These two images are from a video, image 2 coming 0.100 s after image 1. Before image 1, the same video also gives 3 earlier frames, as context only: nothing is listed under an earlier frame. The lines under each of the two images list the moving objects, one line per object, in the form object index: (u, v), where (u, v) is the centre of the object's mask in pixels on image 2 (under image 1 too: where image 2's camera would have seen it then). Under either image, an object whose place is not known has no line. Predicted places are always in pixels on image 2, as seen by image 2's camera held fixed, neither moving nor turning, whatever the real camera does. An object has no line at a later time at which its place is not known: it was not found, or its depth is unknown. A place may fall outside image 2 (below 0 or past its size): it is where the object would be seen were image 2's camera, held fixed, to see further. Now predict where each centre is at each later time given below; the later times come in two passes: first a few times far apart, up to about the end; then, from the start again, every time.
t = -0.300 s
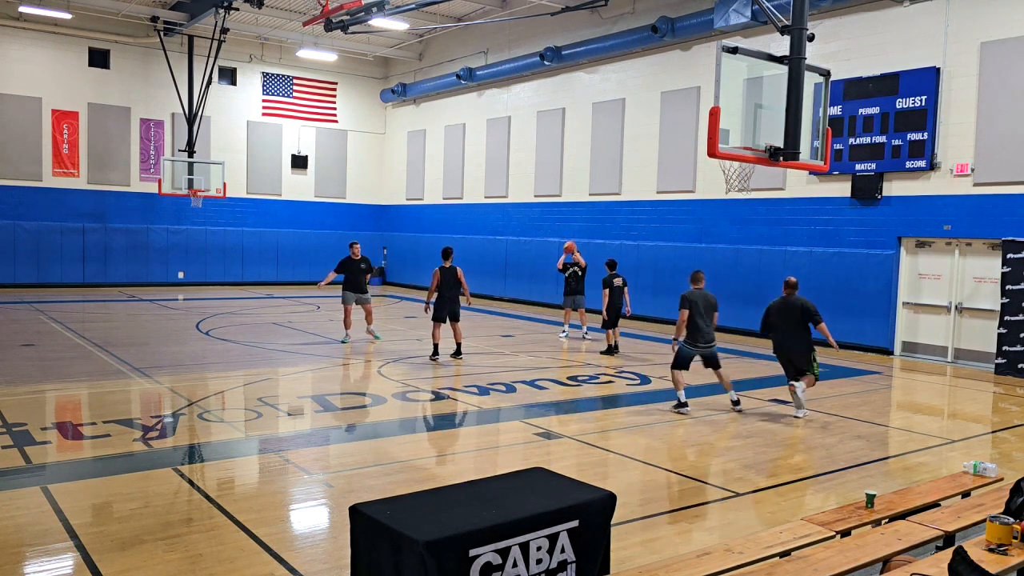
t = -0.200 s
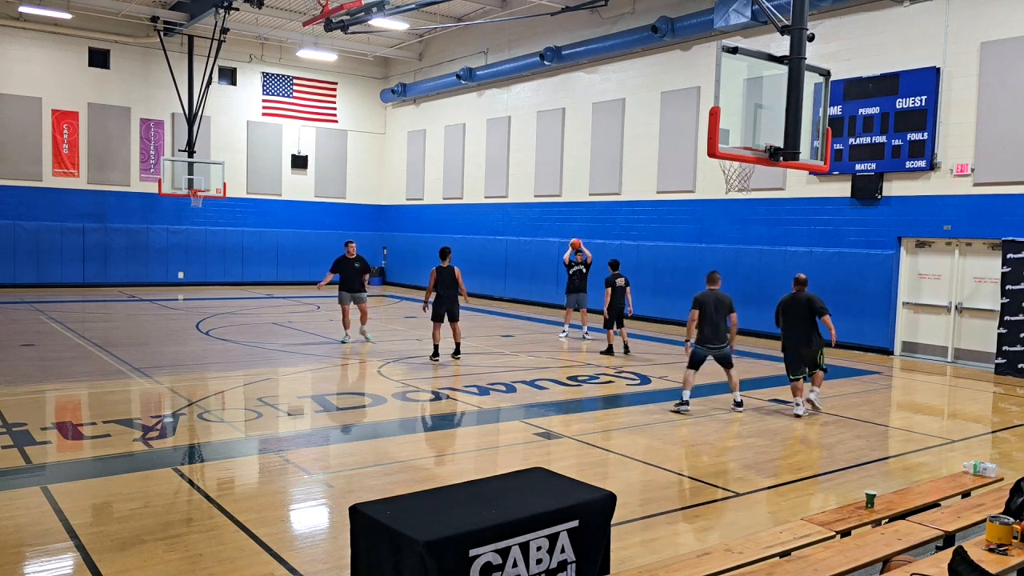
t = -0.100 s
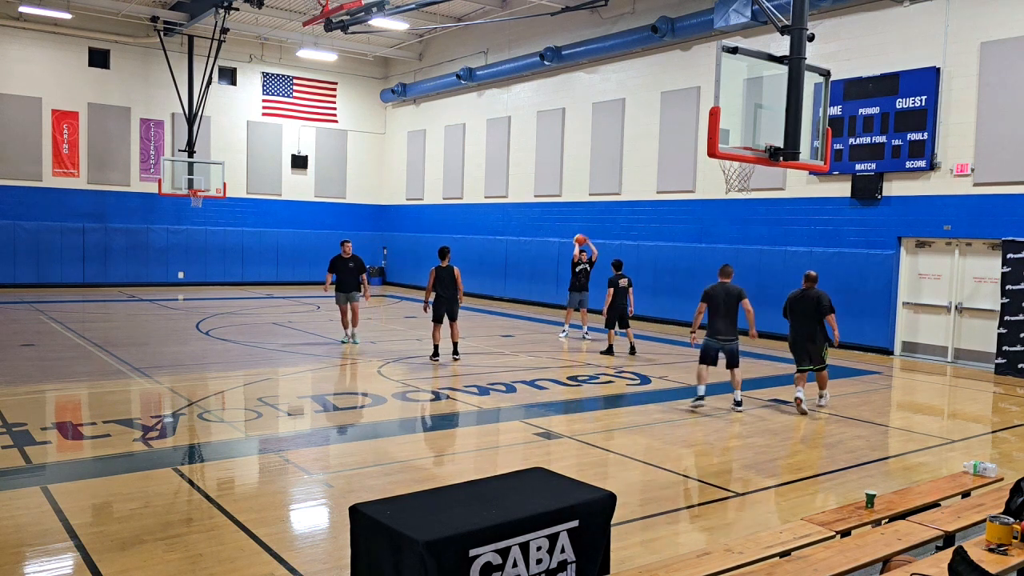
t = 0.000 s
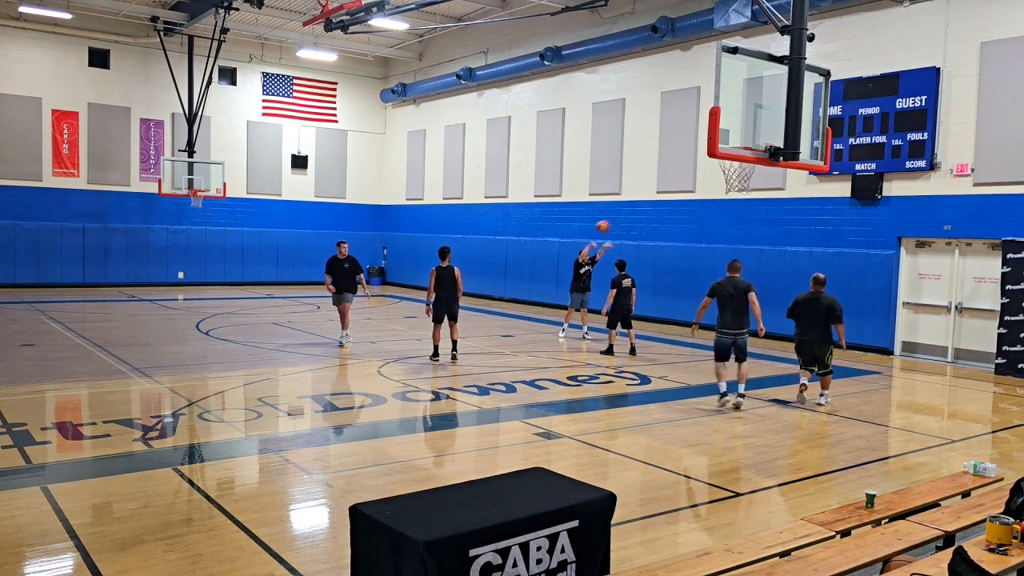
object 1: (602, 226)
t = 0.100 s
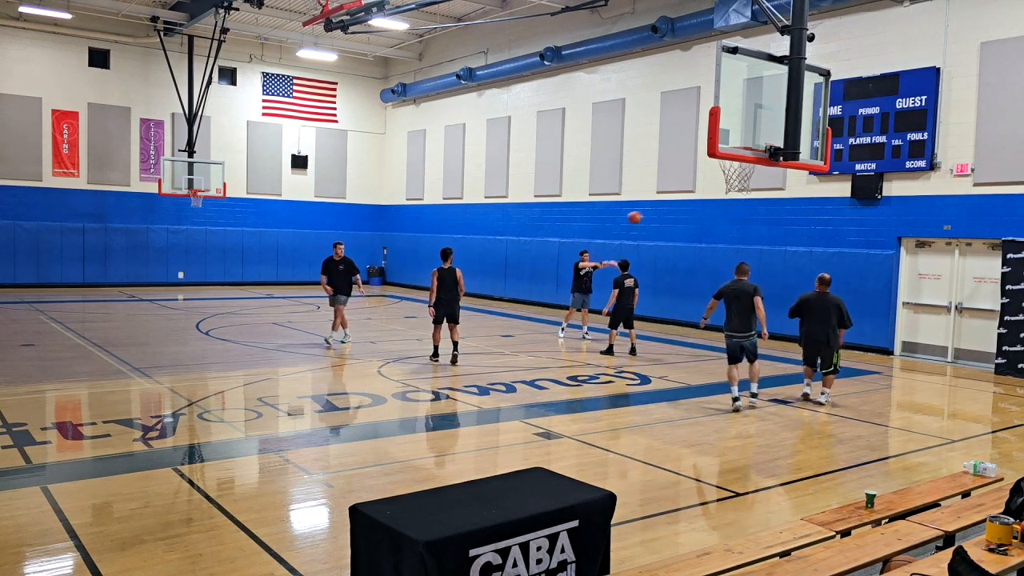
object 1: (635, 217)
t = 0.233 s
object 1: (680, 212)
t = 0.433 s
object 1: (758, 225)
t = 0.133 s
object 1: (646, 215)
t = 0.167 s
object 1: (657, 214)
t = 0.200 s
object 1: (669, 213)
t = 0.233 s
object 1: (680, 212)
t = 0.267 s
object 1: (693, 213)
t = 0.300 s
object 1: (705, 214)
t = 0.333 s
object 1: (718, 216)
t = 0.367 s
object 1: (731, 218)
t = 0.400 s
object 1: (745, 221)
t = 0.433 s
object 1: (758, 225)
